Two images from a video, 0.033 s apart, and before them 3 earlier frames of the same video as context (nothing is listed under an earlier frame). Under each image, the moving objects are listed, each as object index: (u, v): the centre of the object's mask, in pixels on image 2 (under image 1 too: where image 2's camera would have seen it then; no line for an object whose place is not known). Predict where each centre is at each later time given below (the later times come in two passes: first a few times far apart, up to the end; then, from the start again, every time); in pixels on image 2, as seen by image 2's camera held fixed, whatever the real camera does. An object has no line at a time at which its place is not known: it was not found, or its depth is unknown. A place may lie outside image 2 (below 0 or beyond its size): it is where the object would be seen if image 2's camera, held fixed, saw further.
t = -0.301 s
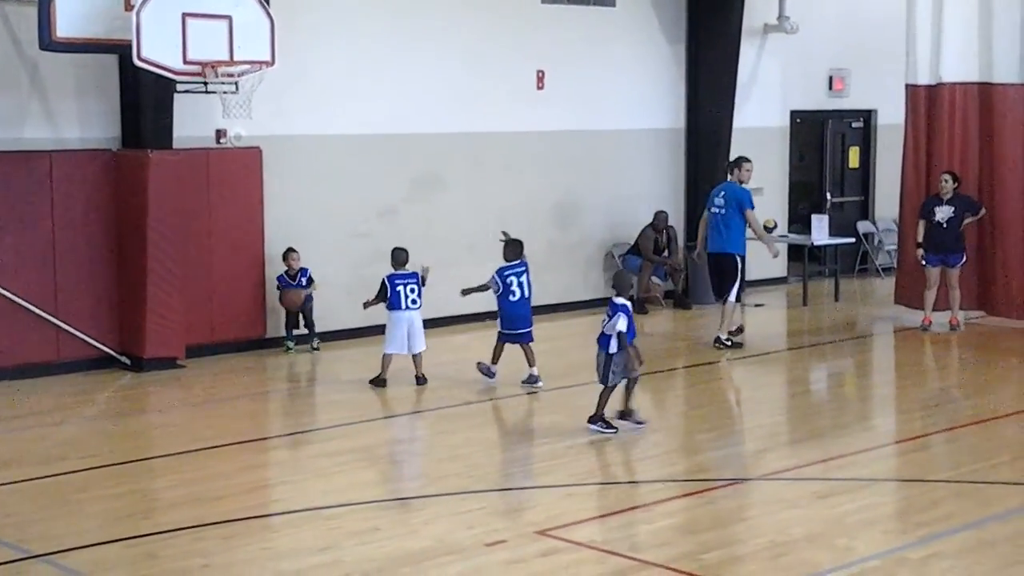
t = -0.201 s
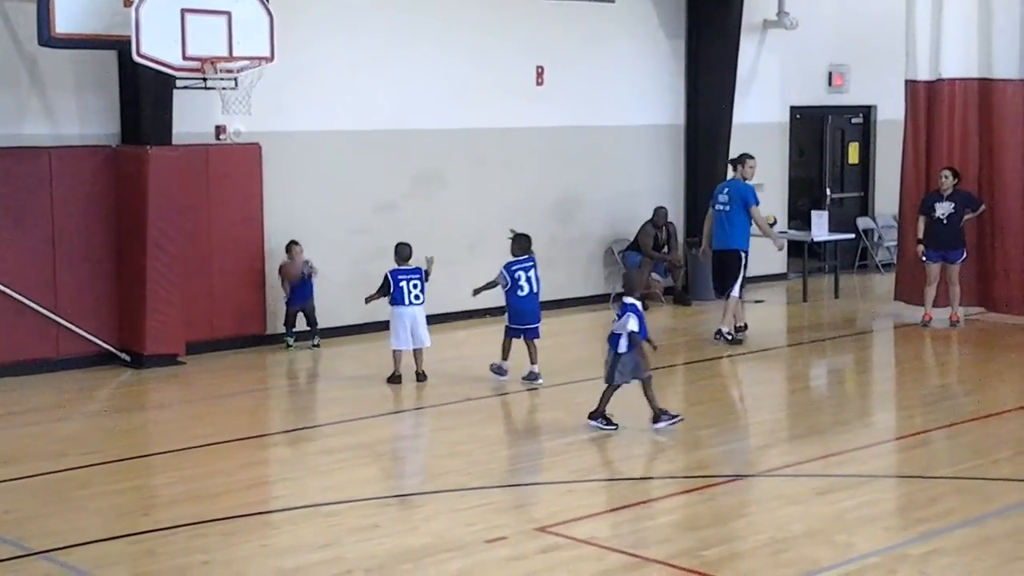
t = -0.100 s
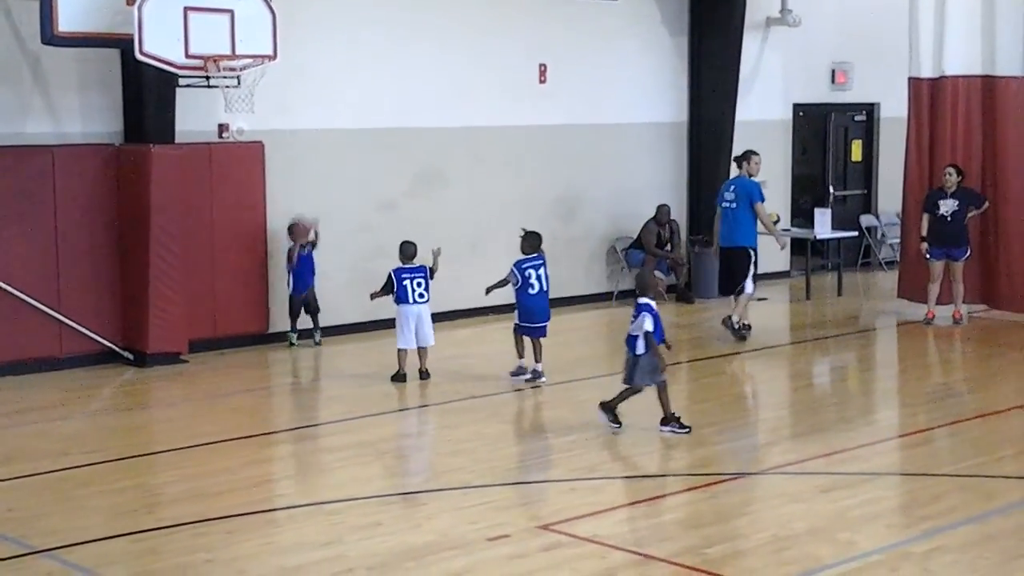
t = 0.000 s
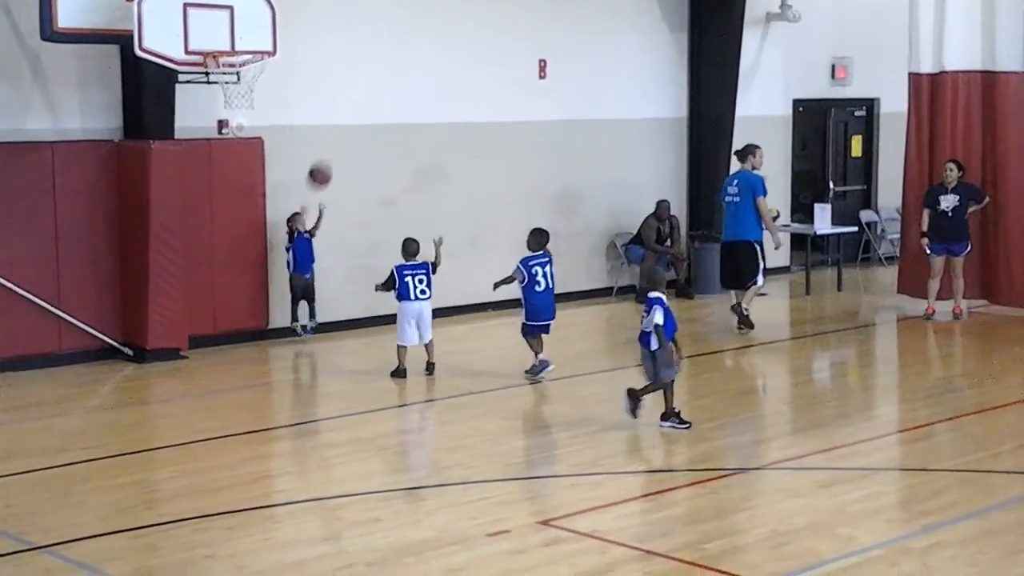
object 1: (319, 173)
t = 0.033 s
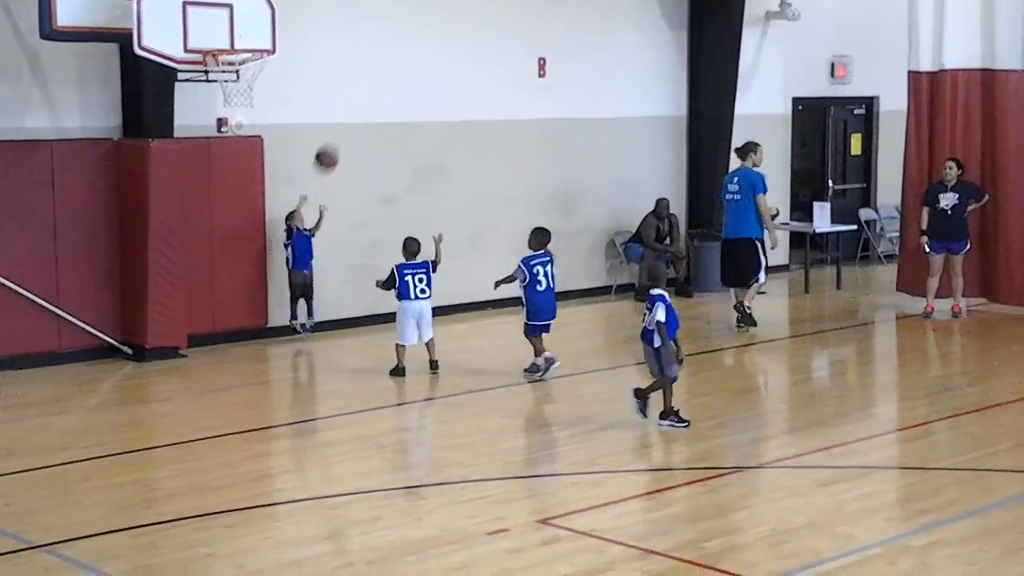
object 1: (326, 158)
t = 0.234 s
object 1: (374, 91)
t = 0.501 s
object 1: (445, 67)
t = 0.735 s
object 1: (512, 115)
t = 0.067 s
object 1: (334, 144)
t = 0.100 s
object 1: (342, 131)
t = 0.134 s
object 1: (350, 119)
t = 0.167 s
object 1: (358, 108)
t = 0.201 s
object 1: (366, 99)
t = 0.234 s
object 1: (374, 91)
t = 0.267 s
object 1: (383, 83)
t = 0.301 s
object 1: (391, 78)
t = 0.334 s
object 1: (400, 73)
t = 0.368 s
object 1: (409, 69)
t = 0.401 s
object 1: (418, 67)
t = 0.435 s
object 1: (427, 65)
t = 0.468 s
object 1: (436, 66)
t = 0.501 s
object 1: (445, 67)
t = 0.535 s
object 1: (455, 70)
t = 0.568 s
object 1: (464, 74)
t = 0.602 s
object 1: (473, 79)
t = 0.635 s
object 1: (483, 85)
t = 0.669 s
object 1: (493, 93)
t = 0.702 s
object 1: (502, 103)
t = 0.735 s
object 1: (512, 115)
